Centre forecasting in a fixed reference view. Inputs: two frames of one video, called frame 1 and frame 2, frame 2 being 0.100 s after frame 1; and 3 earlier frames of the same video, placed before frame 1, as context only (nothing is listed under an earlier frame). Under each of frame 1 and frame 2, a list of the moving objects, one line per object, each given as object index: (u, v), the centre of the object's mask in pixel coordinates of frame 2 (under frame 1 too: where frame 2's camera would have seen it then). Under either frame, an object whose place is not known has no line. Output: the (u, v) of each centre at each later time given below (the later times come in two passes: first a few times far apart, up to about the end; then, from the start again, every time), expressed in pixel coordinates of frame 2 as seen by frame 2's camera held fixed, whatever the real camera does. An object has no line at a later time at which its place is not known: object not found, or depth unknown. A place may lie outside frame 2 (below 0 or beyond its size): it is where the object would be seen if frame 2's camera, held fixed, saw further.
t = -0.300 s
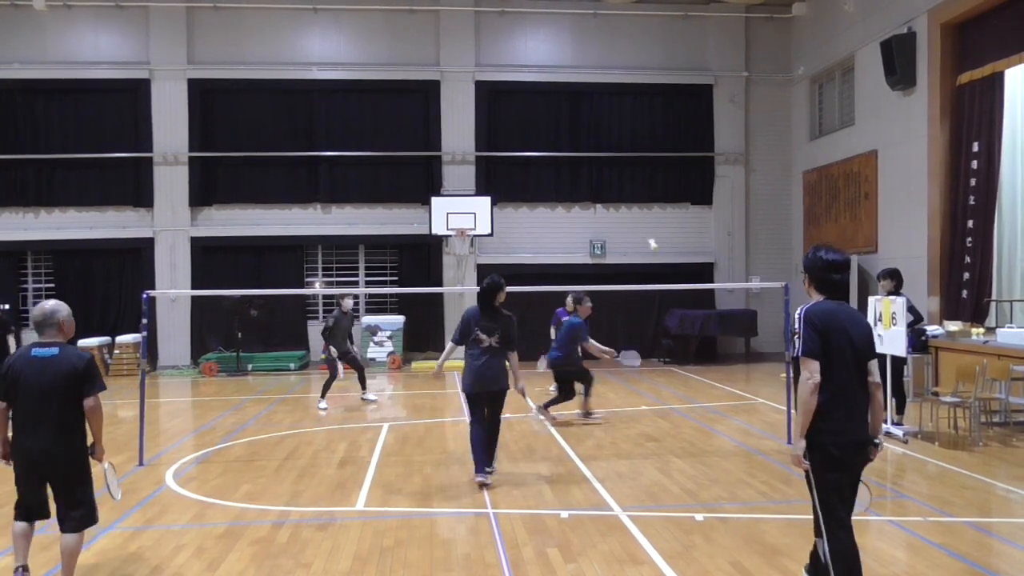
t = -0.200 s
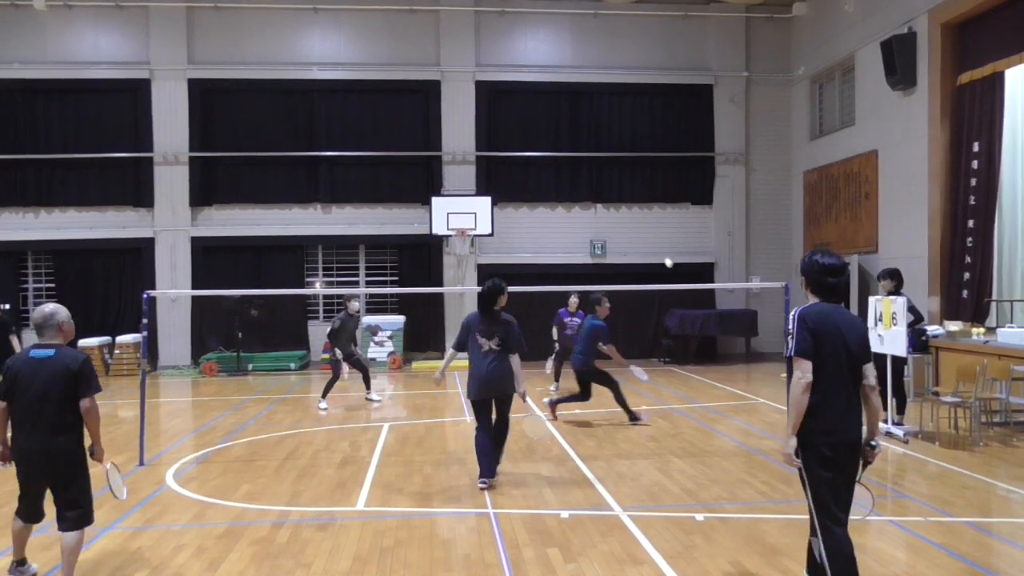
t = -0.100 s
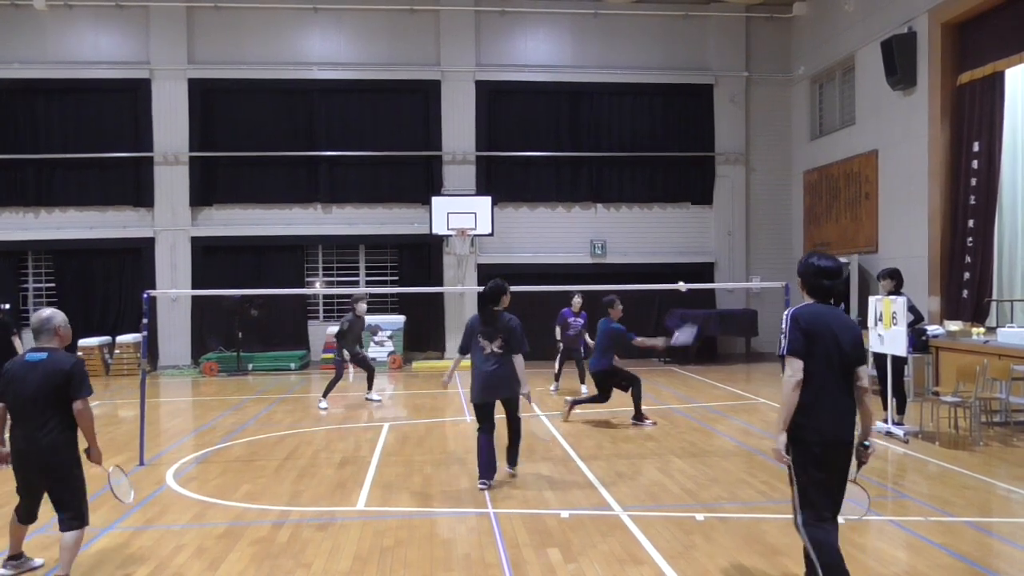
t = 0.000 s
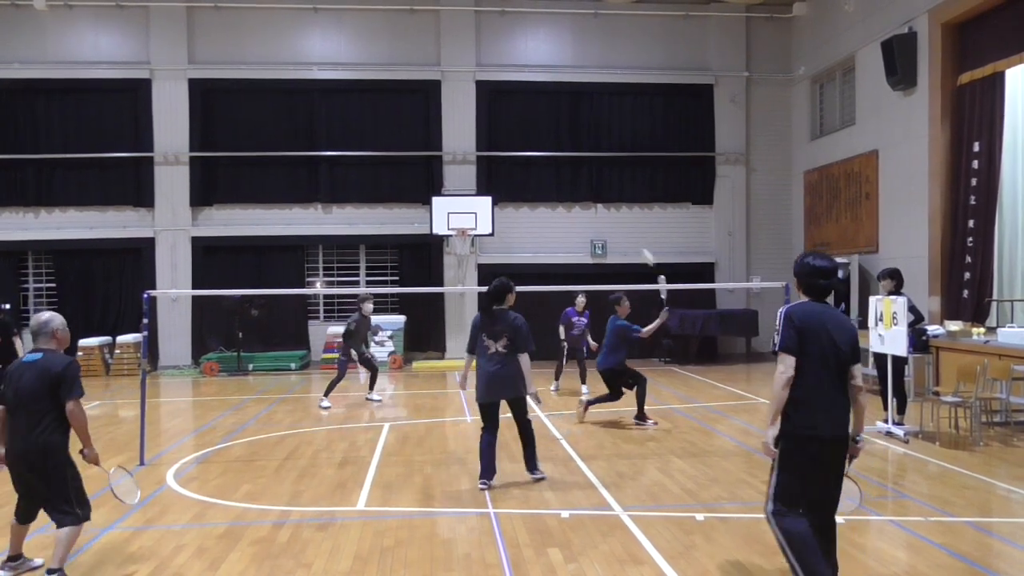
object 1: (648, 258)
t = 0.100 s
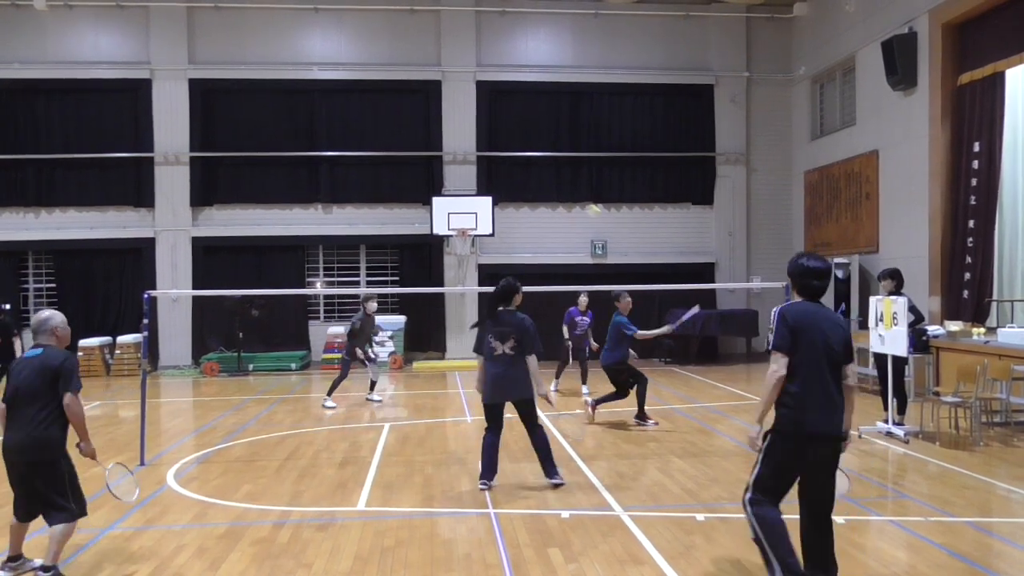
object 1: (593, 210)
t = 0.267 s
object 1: (517, 162)
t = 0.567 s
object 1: (393, 150)
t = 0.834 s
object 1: (290, 238)
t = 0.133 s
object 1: (577, 197)
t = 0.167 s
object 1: (562, 185)
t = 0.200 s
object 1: (547, 176)
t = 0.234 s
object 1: (532, 168)
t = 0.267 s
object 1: (517, 162)
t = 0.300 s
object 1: (502, 155)
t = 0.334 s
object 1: (487, 150)
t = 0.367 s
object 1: (474, 146)
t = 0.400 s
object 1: (460, 144)
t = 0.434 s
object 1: (447, 143)
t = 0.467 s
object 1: (433, 142)
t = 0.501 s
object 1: (420, 144)
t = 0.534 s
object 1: (407, 146)
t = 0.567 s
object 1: (393, 150)
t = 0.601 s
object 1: (379, 157)
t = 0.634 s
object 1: (366, 164)
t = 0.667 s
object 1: (353, 172)
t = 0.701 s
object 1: (340, 181)
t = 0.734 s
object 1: (327, 193)
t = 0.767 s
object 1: (315, 204)
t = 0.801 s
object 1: (302, 219)
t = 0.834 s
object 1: (290, 238)
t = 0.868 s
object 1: (279, 254)
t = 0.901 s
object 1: (268, 273)
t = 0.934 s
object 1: (258, 294)
